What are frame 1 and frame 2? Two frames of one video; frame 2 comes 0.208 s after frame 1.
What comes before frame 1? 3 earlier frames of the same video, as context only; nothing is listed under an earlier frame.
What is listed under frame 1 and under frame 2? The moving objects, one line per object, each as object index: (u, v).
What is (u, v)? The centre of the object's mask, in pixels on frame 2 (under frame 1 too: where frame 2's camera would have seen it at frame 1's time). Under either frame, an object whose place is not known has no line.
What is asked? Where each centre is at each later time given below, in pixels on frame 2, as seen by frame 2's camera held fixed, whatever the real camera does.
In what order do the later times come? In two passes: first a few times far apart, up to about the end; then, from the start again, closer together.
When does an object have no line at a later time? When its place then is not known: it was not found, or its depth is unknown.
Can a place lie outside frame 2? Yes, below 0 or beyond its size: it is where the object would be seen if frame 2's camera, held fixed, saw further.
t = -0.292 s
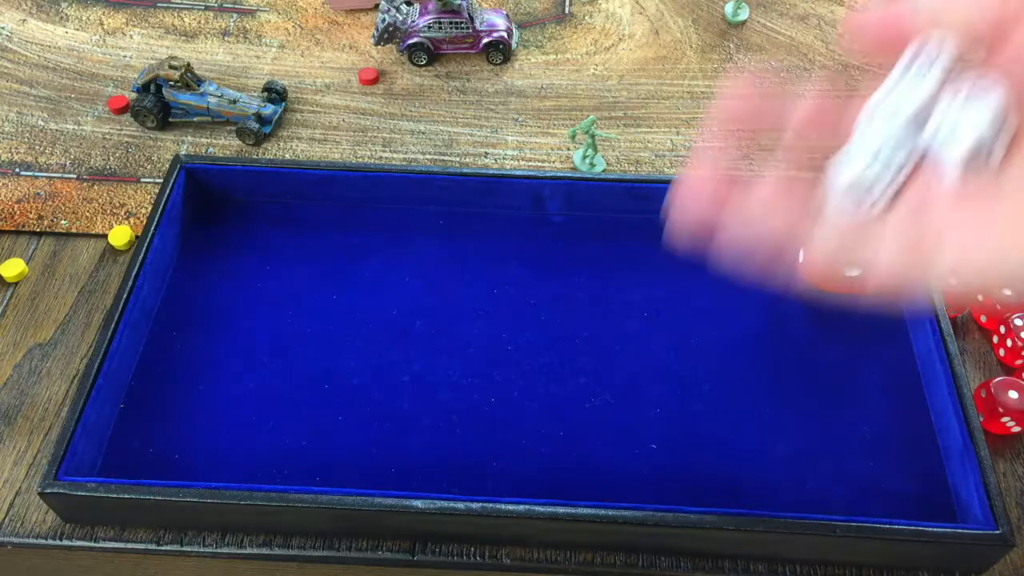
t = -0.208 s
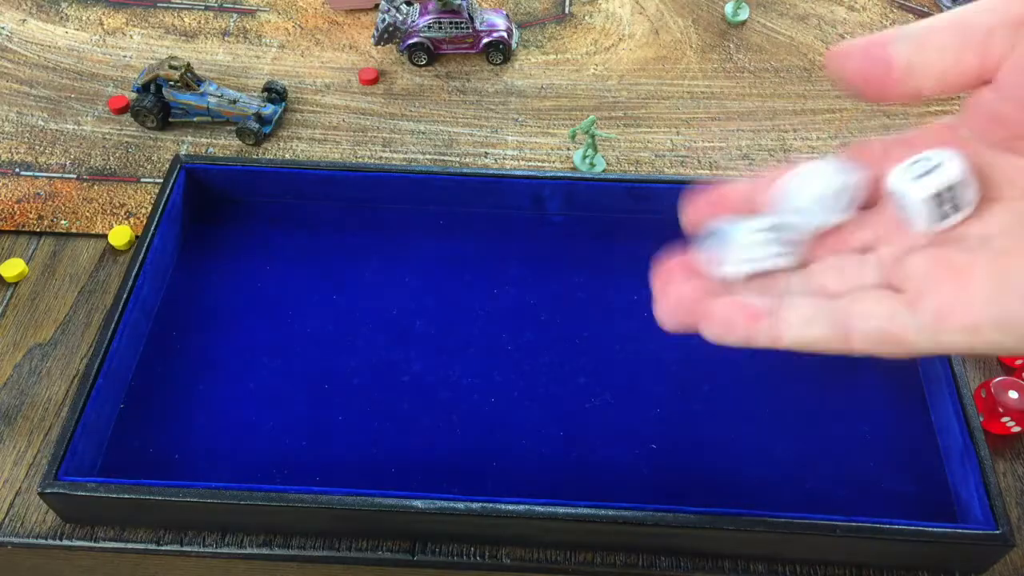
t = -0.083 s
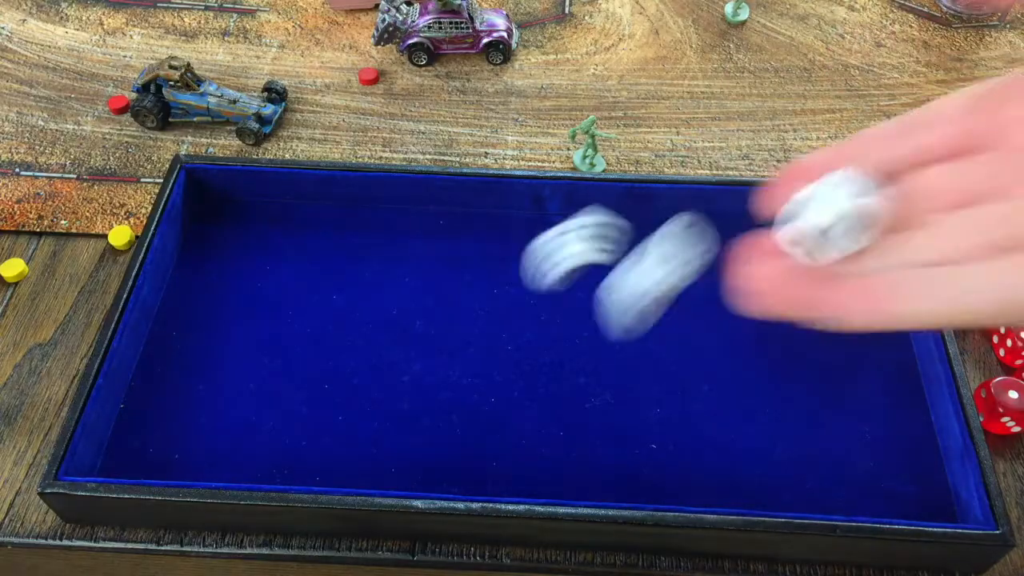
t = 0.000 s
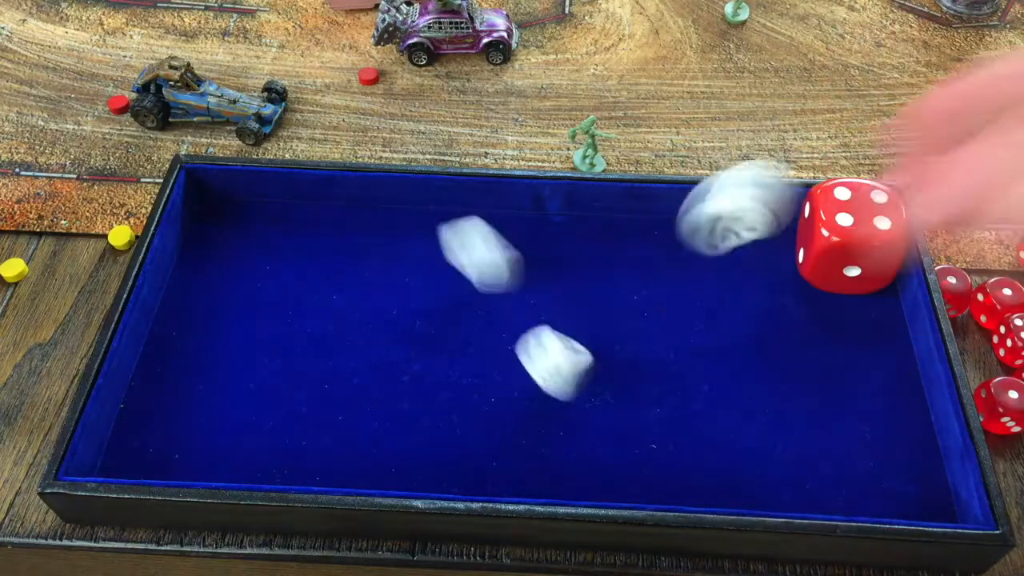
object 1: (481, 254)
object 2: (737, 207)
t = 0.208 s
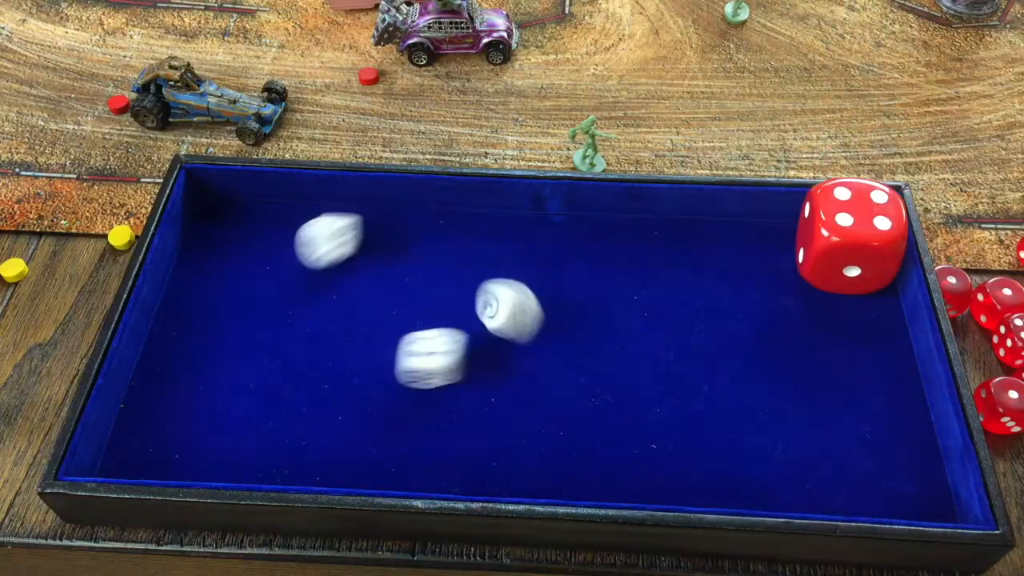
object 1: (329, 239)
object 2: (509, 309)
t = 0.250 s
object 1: (313, 251)
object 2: (498, 294)
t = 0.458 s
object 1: (287, 277)
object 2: (422, 235)
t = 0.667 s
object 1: (287, 277)
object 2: (420, 217)
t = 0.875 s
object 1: (287, 277)
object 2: (417, 222)
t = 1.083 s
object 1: (287, 277)
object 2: (417, 221)
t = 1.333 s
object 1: (287, 277)
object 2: (417, 221)
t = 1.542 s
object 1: (287, 277)
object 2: (417, 221)
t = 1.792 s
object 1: (287, 277)
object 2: (417, 221)
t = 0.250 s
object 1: (313, 251)
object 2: (498, 294)
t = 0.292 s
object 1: (298, 267)
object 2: (479, 278)
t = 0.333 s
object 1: (290, 275)
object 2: (464, 268)
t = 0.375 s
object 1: (287, 277)
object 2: (449, 255)
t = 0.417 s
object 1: (287, 277)
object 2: (433, 247)
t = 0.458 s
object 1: (287, 277)
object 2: (422, 235)
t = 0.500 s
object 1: (287, 277)
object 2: (413, 226)
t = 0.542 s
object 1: (287, 277)
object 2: (407, 216)
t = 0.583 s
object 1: (287, 277)
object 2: (409, 214)
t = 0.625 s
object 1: (287, 277)
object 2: (416, 217)
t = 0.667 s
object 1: (287, 277)
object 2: (420, 217)
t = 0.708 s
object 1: (287, 277)
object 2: (419, 220)
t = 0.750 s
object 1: (287, 277)
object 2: (417, 221)
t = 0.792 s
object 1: (287, 277)
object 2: (417, 221)
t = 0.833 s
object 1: (287, 277)
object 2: (417, 221)
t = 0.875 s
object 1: (287, 277)
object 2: (417, 222)
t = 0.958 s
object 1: (287, 277)
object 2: (417, 221)
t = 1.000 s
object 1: (287, 277)
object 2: (417, 221)
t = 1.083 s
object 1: (287, 277)
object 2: (417, 221)
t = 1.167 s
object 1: (287, 277)
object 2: (417, 221)
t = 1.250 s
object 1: (287, 277)
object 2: (417, 221)
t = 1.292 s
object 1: (287, 277)
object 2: (417, 221)
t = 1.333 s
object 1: (287, 277)
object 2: (417, 221)
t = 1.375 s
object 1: (287, 277)
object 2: (417, 221)
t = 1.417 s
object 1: (287, 277)
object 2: (417, 221)
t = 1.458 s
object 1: (287, 277)
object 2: (417, 221)
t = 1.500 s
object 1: (287, 277)
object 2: (417, 221)
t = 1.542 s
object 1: (287, 277)
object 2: (417, 221)
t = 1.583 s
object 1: (287, 277)
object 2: (417, 221)
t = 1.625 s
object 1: (287, 277)
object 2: (417, 221)
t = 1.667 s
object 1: (287, 277)
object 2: (417, 221)
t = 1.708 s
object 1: (287, 277)
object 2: (417, 221)
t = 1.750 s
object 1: (287, 277)
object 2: (417, 221)
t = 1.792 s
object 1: (287, 277)
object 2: (417, 221)
